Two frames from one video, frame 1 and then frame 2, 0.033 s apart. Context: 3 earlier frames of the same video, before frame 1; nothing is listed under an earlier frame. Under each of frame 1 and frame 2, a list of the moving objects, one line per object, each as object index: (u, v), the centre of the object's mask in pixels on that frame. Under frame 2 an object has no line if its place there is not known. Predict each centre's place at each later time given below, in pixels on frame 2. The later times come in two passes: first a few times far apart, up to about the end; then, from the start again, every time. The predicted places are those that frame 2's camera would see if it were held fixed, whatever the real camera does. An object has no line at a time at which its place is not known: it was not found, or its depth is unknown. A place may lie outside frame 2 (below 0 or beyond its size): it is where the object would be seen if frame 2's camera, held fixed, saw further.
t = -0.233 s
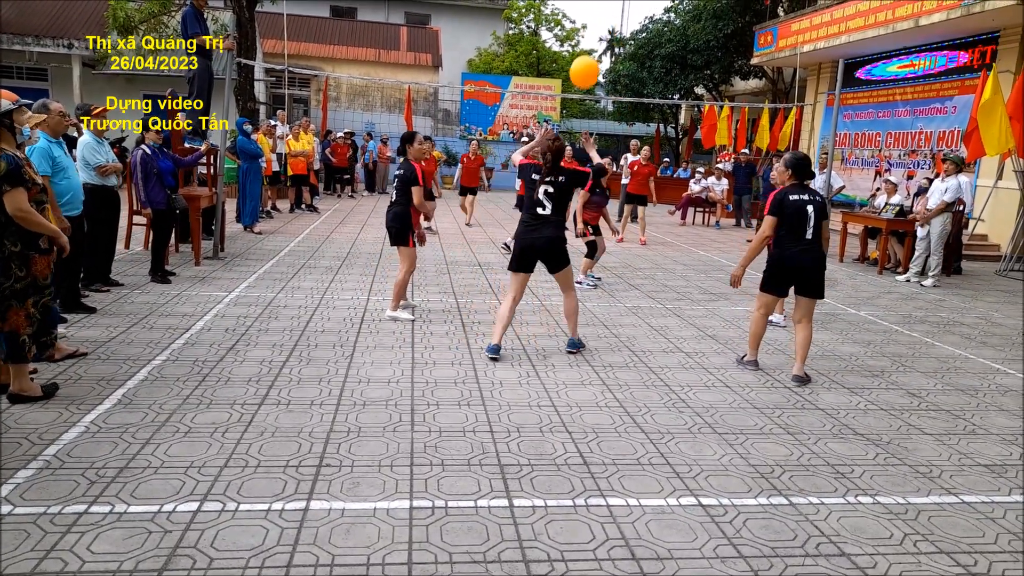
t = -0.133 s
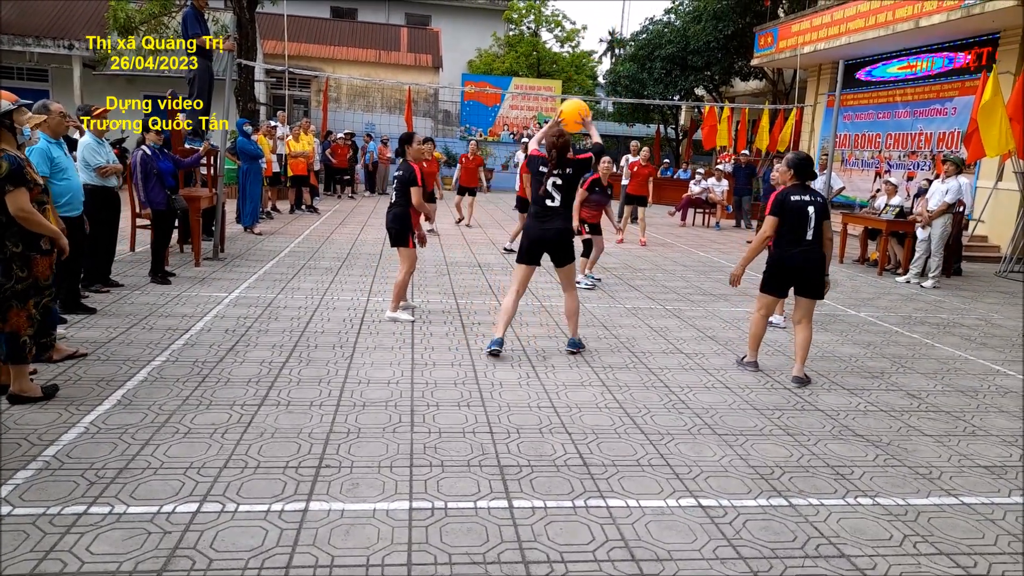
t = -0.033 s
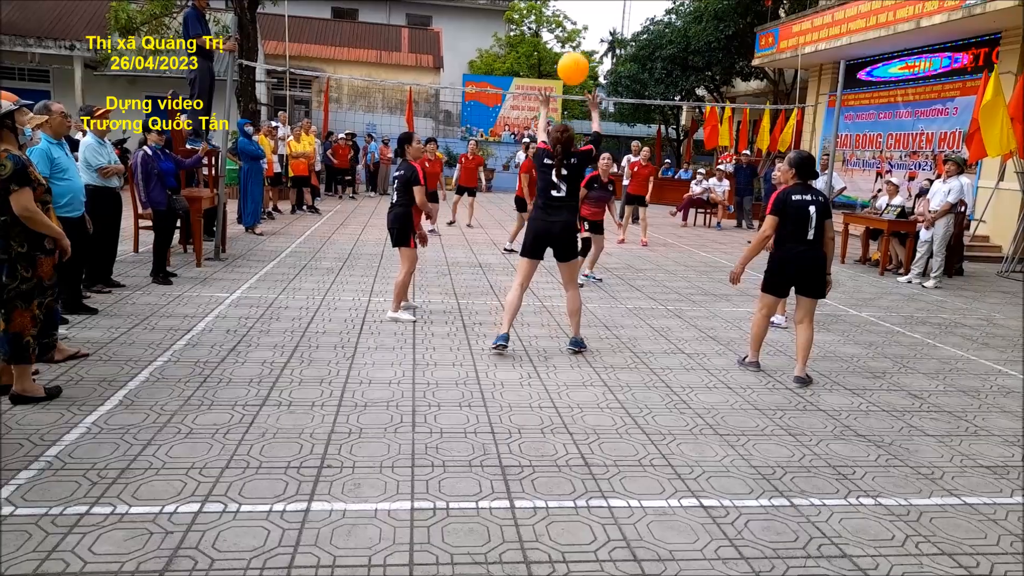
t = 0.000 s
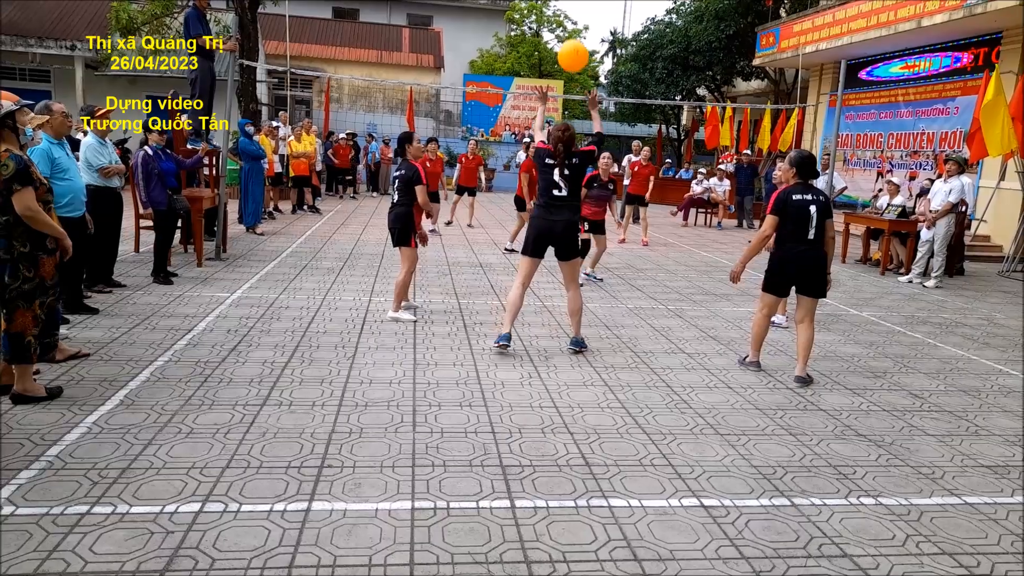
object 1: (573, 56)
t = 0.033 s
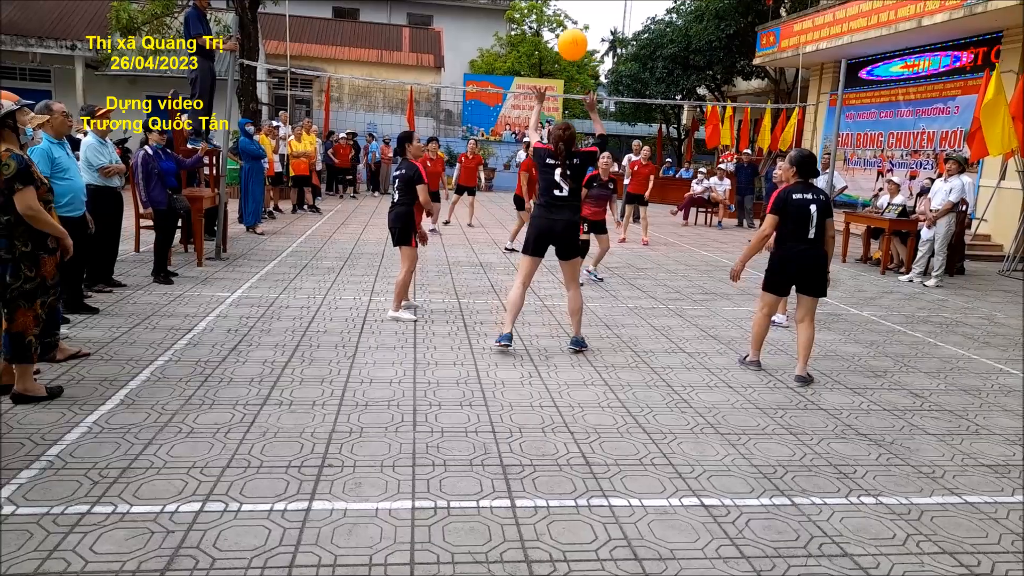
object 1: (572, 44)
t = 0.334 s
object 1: (561, 11)
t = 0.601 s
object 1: (549, 59)
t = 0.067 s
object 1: (571, 35)
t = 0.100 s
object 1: (570, 27)
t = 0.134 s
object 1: (569, 21)
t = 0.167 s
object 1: (568, 16)
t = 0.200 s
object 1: (567, 13)
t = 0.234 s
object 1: (565, 11)
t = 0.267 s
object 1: (564, 10)
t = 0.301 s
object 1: (563, 10)
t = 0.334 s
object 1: (561, 11)
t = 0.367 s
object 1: (560, 14)
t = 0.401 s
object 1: (558, 17)
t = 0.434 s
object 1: (557, 21)
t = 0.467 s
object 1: (555, 27)
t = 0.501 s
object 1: (554, 34)
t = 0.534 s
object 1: (552, 42)
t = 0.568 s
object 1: (550, 50)
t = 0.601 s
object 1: (549, 59)
